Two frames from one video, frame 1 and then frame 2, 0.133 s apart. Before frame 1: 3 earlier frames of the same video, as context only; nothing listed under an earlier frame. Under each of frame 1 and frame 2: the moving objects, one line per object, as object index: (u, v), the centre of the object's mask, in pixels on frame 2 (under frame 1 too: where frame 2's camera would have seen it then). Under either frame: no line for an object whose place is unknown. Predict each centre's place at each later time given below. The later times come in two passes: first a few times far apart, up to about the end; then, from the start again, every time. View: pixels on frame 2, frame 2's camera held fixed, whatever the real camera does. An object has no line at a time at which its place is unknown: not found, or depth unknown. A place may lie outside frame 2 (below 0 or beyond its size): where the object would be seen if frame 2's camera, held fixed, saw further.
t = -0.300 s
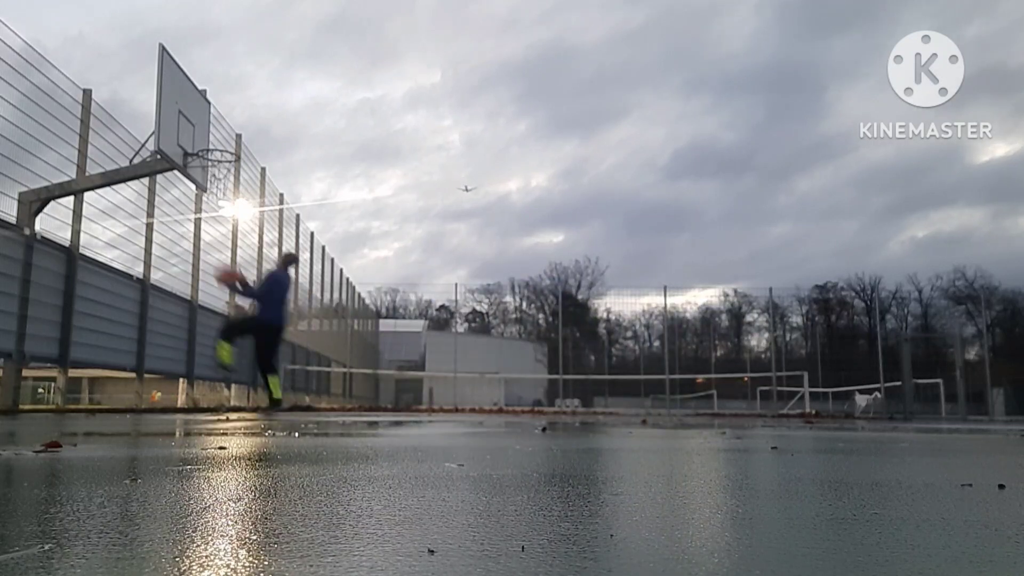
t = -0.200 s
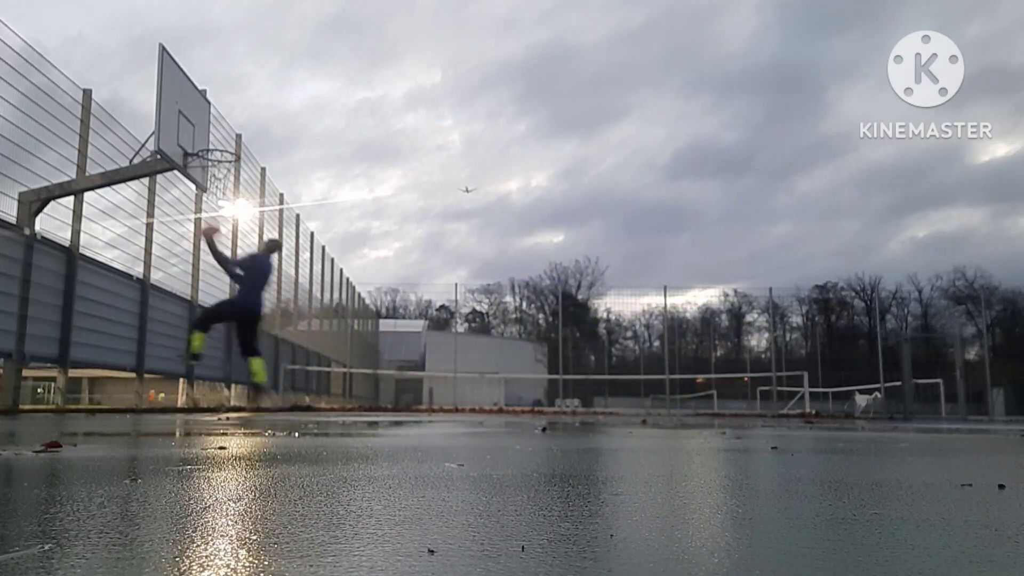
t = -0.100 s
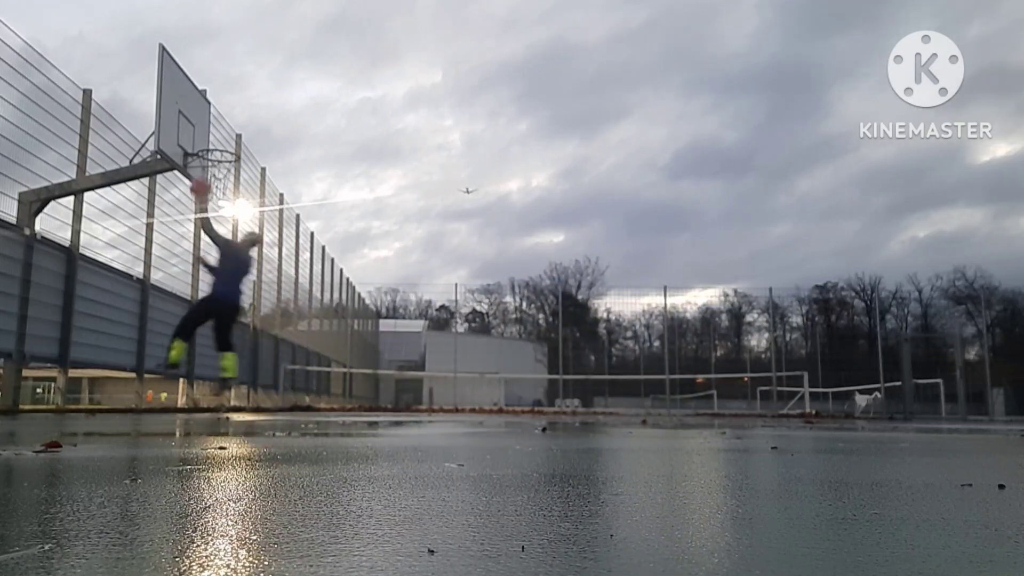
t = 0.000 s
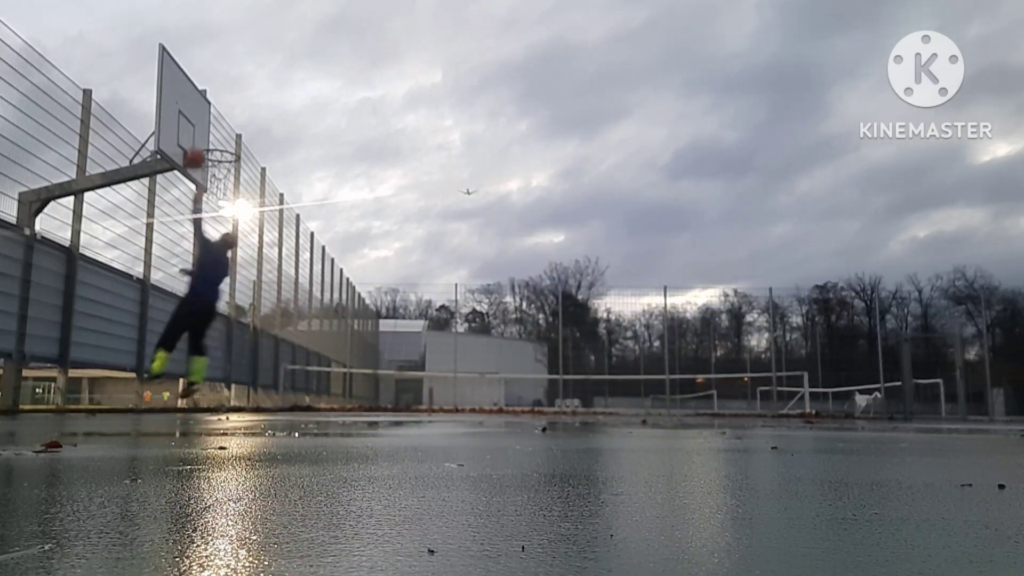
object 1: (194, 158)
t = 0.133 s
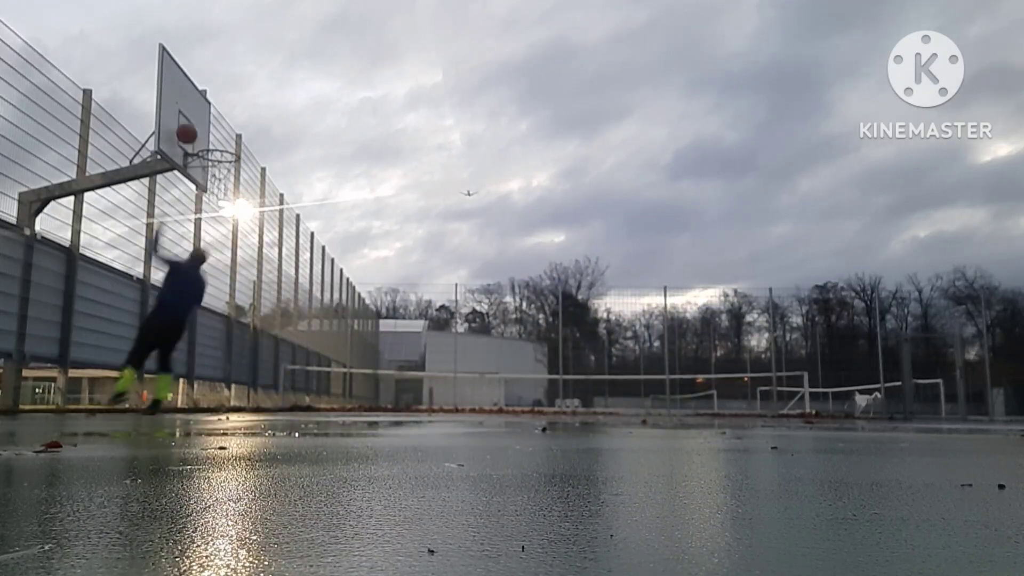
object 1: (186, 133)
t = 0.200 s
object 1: (189, 128)
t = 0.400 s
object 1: (215, 137)
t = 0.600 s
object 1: (215, 156)
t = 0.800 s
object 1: (218, 174)
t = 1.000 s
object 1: (219, 196)
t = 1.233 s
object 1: (216, 261)
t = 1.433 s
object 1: (212, 356)
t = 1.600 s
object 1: (208, 370)
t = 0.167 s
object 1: (184, 130)
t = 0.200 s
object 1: (189, 128)
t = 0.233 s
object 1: (193, 128)
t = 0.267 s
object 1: (198, 128)
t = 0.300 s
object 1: (202, 129)
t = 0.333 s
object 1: (207, 131)
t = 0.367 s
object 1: (211, 134)
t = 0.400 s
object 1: (215, 137)
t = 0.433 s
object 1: (219, 142)
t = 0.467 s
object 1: (223, 147)
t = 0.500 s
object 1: (227, 154)
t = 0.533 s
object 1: (224, 154)
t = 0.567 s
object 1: (220, 155)
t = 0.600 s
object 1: (215, 156)
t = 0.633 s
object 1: (213, 159)
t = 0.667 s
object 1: (214, 164)
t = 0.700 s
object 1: (215, 169)
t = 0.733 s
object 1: (217, 170)
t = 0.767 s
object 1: (217, 172)
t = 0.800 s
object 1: (218, 174)
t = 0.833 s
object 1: (219, 176)
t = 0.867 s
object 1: (219, 179)
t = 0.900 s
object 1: (220, 183)
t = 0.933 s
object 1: (220, 186)
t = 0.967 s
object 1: (220, 191)
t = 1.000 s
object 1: (219, 196)
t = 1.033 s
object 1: (219, 202)
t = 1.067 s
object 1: (220, 208)
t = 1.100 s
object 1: (219, 218)
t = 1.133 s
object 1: (219, 226)
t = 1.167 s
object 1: (218, 238)
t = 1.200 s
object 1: (217, 248)
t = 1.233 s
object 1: (216, 261)
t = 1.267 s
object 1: (216, 273)
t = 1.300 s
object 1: (215, 288)
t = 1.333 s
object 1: (214, 301)
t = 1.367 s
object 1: (213, 318)
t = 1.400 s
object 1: (213, 337)
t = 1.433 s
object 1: (212, 356)
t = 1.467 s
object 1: (211, 372)
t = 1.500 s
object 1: (210, 394)
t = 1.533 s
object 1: (209, 400)
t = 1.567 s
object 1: (209, 384)
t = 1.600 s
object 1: (208, 370)
